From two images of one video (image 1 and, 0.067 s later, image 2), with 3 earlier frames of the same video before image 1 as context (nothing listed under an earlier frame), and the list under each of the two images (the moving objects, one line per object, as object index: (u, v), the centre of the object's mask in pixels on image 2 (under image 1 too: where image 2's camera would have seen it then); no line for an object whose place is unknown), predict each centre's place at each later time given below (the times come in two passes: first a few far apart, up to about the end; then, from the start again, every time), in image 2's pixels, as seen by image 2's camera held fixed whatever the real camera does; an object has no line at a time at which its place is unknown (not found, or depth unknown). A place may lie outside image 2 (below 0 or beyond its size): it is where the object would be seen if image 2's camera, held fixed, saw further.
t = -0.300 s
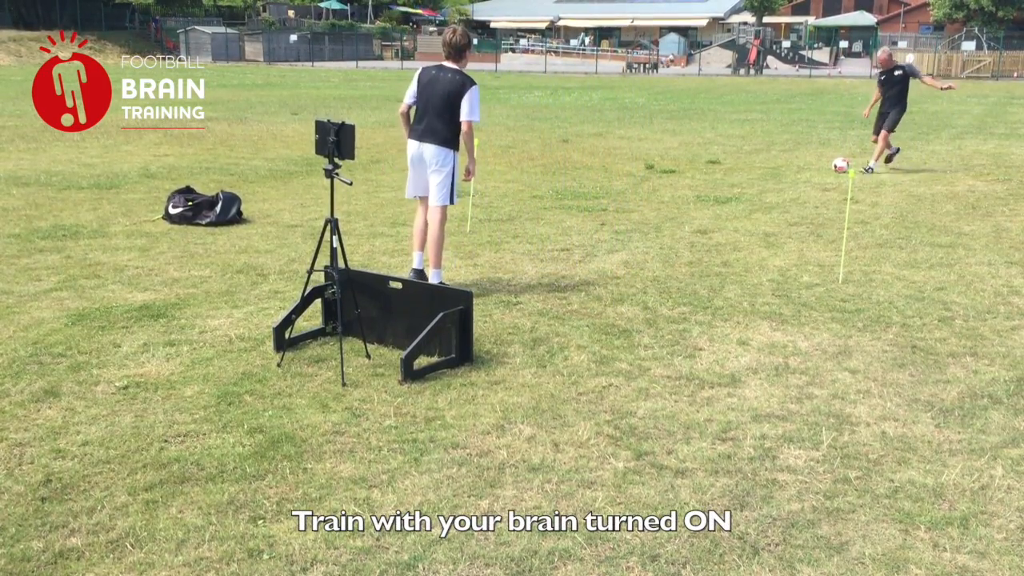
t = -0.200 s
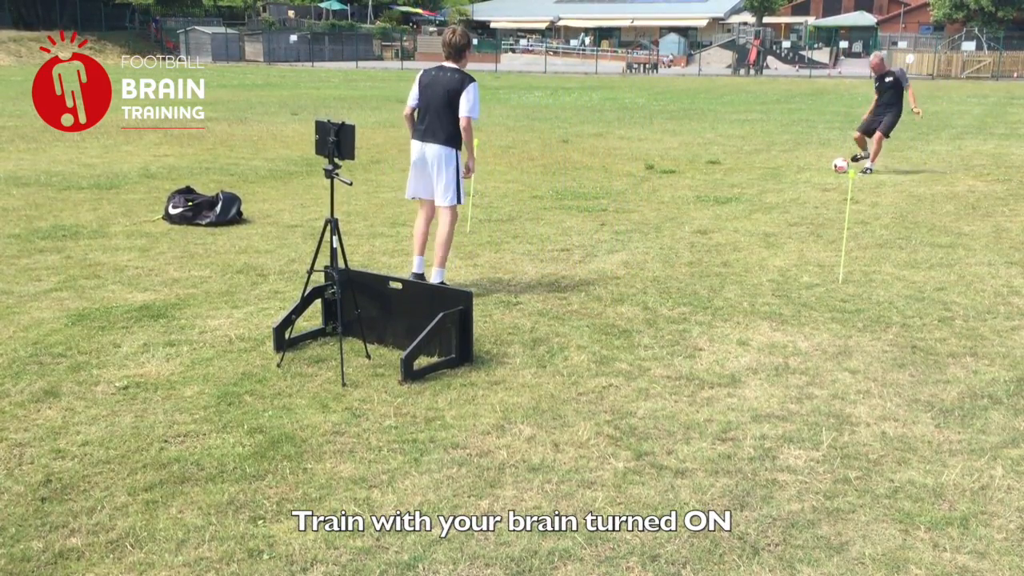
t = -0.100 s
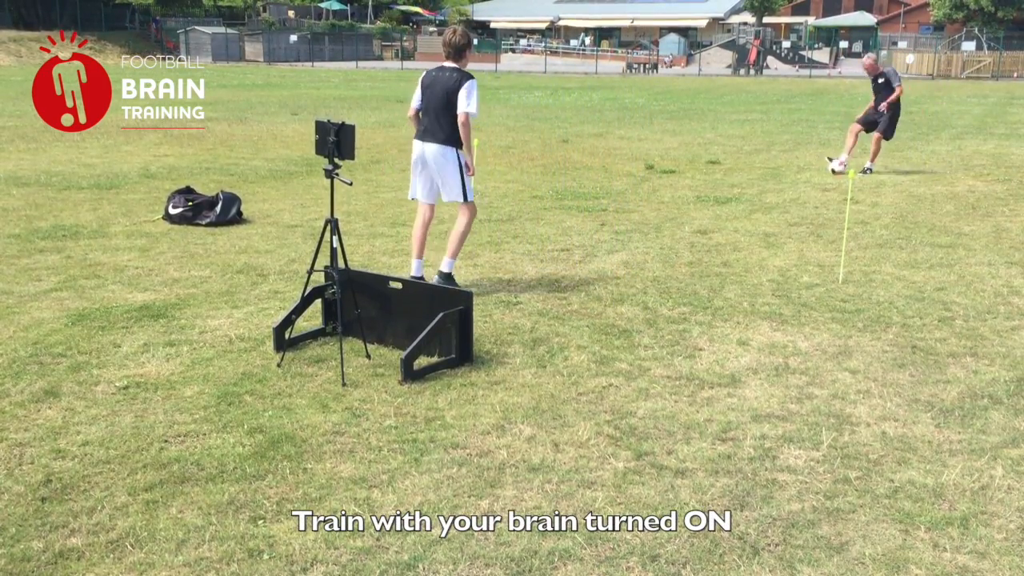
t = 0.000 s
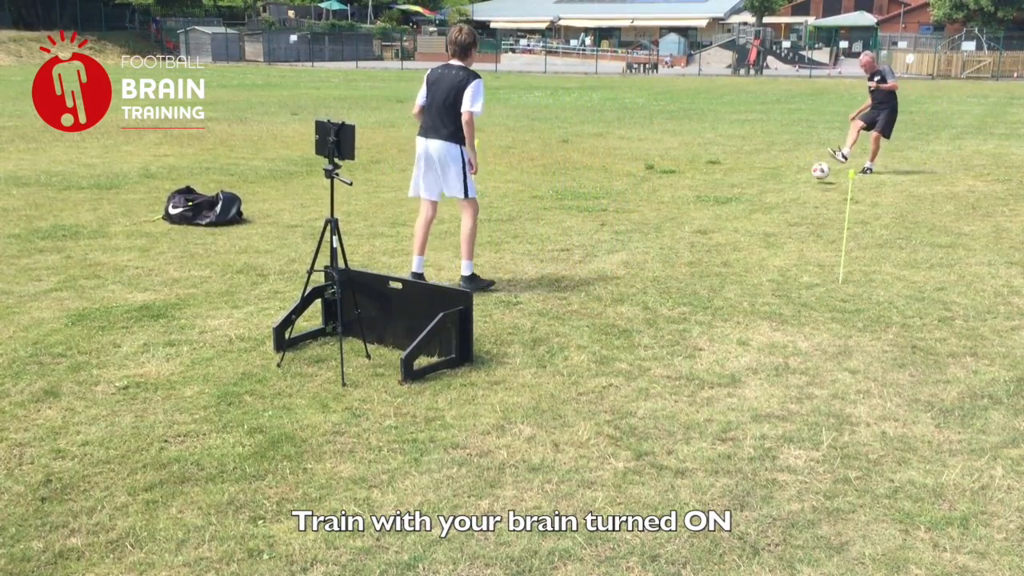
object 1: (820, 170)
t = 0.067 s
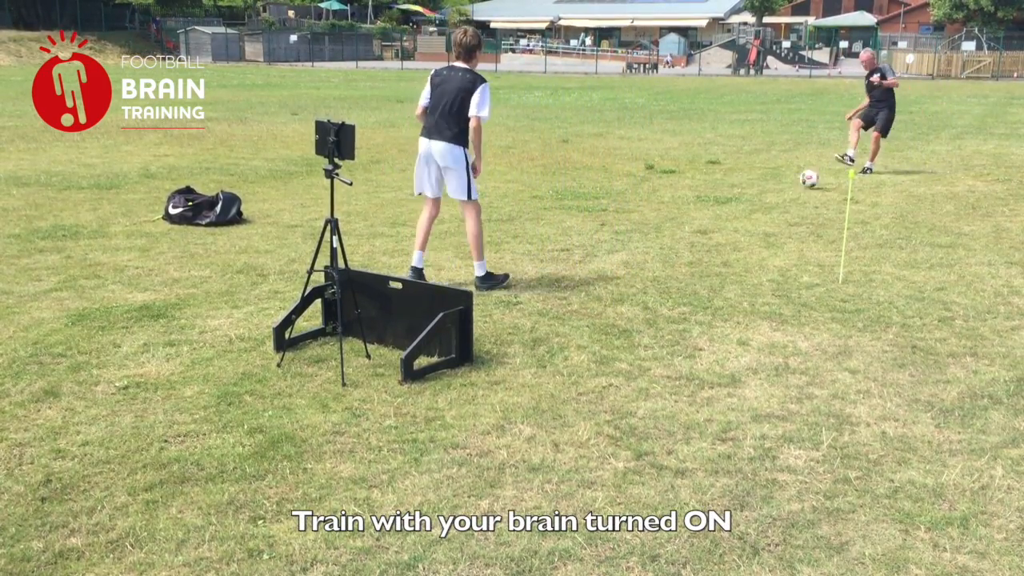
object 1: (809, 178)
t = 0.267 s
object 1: (776, 195)
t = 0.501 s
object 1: (737, 210)
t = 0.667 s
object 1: (705, 231)
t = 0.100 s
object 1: (803, 184)
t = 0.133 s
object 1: (798, 185)
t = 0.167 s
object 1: (792, 186)
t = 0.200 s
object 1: (787, 187)
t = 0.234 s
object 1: (781, 190)
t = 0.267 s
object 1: (776, 195)
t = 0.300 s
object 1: (770, 201)
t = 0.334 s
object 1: (764, 203)
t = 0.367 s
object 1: (759, 202)
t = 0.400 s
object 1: (754, 201)
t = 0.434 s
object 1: (749, 203)
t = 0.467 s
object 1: (743, 206)
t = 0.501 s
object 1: (737, 210)
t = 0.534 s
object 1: (731, 217)
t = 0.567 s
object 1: (725, 224)
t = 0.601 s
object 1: (718, 227)
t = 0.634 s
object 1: (712, 228)
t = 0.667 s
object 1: (705, 231)
